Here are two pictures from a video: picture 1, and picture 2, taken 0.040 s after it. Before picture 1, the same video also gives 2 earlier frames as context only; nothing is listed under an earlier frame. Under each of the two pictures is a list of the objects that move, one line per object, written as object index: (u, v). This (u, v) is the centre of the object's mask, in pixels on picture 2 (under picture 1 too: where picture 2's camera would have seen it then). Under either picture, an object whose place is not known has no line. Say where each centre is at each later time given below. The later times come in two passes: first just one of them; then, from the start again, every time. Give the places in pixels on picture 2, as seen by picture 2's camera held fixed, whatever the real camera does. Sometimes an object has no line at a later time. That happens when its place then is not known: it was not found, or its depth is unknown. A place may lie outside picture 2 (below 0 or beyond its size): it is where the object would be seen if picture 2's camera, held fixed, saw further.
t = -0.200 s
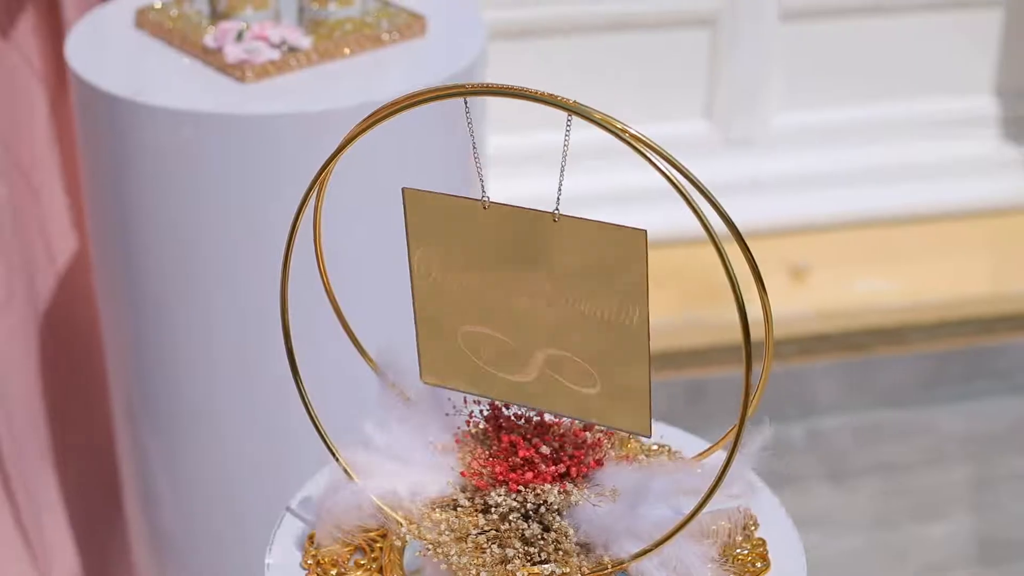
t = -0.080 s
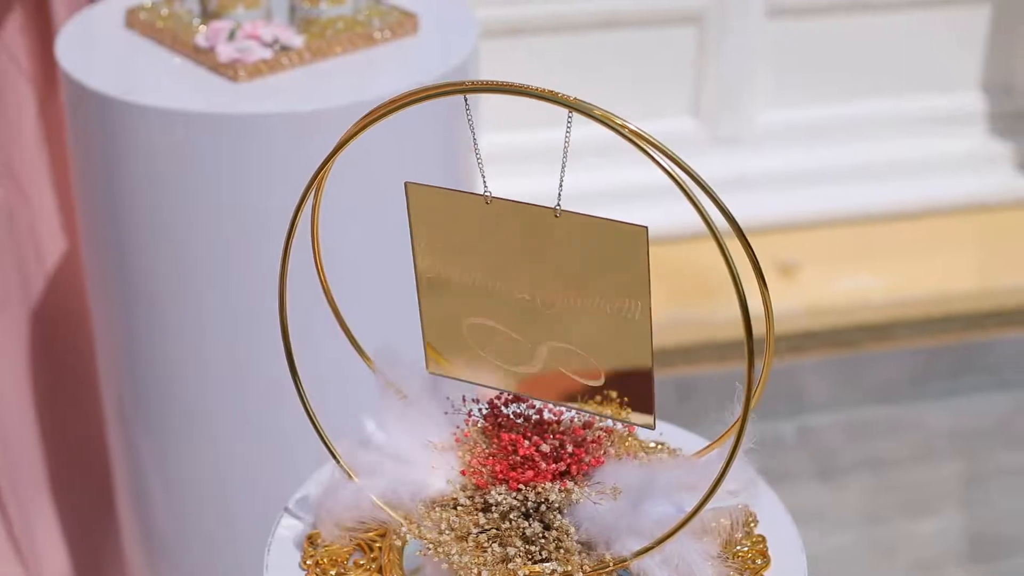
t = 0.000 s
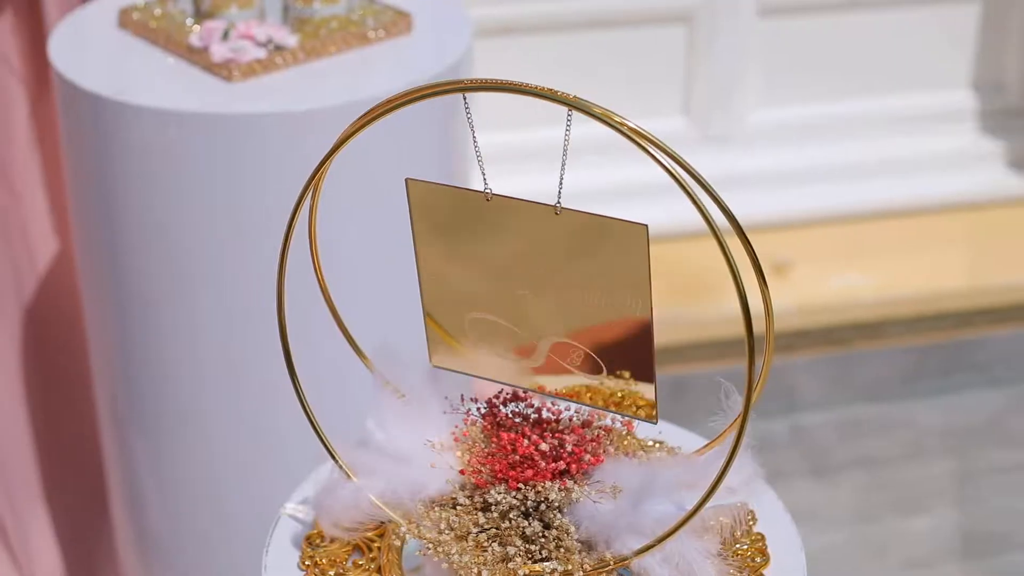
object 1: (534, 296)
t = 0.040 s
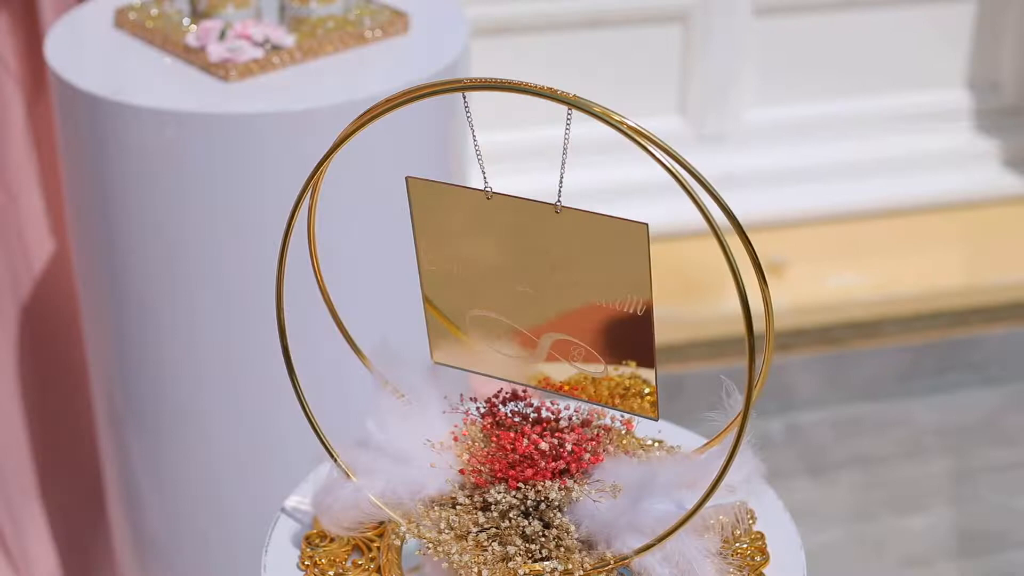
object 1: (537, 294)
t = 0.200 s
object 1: (546, 289)
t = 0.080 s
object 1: (530, 280)
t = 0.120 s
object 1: (531, 277)
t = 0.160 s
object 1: (544, 290)
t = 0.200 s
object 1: (546, 289)
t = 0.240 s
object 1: (548, 288)
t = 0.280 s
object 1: (550, 287)
